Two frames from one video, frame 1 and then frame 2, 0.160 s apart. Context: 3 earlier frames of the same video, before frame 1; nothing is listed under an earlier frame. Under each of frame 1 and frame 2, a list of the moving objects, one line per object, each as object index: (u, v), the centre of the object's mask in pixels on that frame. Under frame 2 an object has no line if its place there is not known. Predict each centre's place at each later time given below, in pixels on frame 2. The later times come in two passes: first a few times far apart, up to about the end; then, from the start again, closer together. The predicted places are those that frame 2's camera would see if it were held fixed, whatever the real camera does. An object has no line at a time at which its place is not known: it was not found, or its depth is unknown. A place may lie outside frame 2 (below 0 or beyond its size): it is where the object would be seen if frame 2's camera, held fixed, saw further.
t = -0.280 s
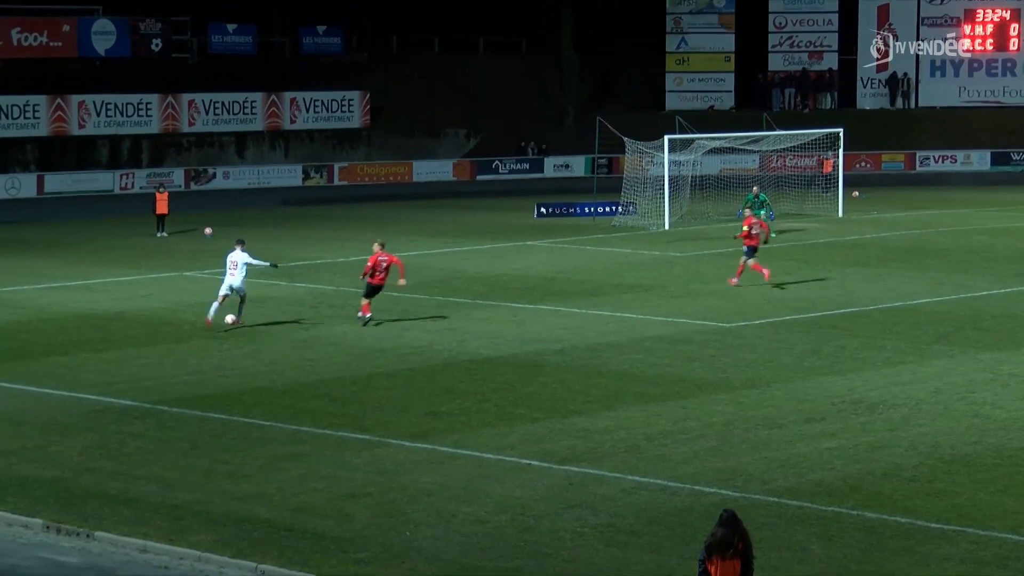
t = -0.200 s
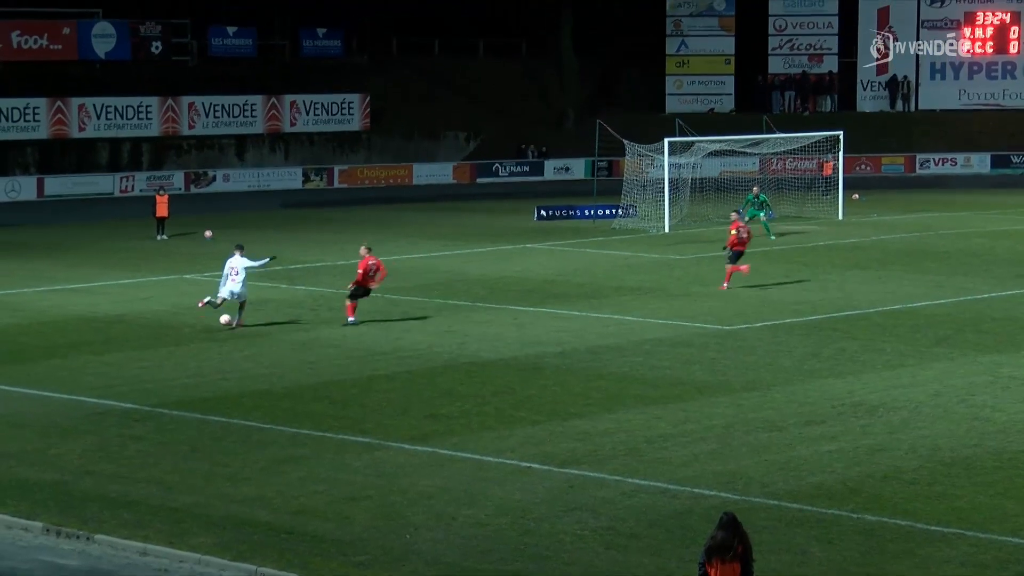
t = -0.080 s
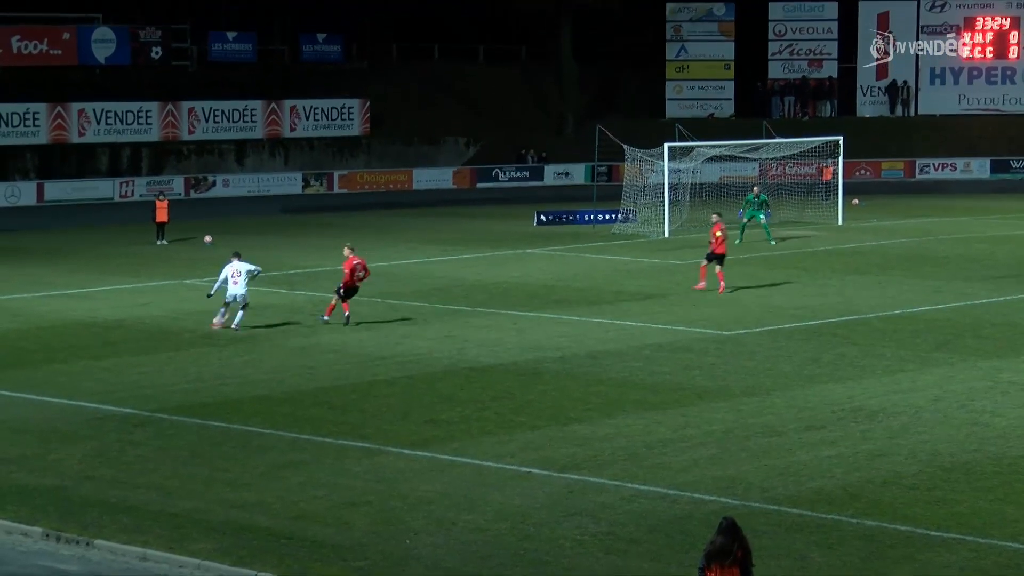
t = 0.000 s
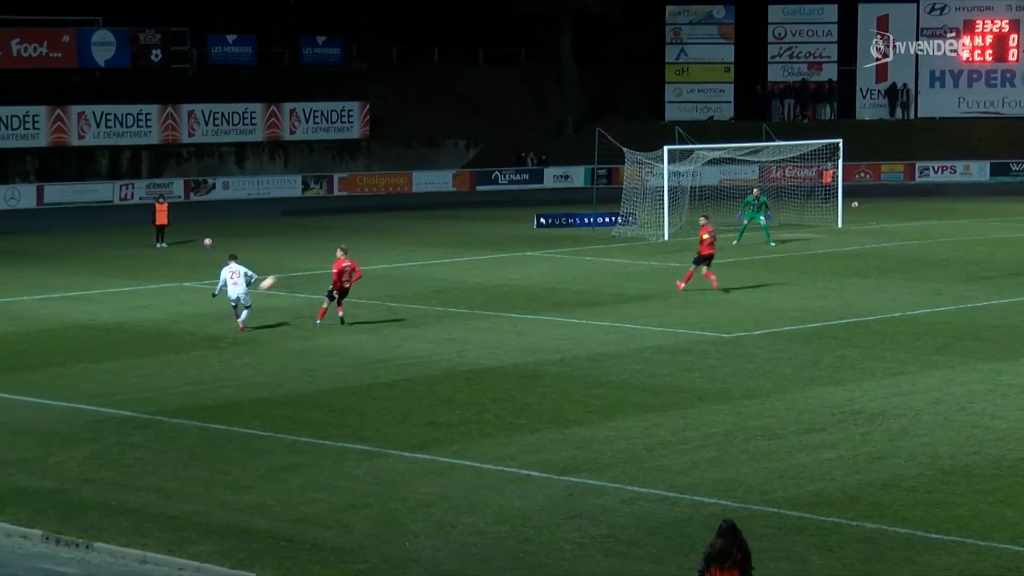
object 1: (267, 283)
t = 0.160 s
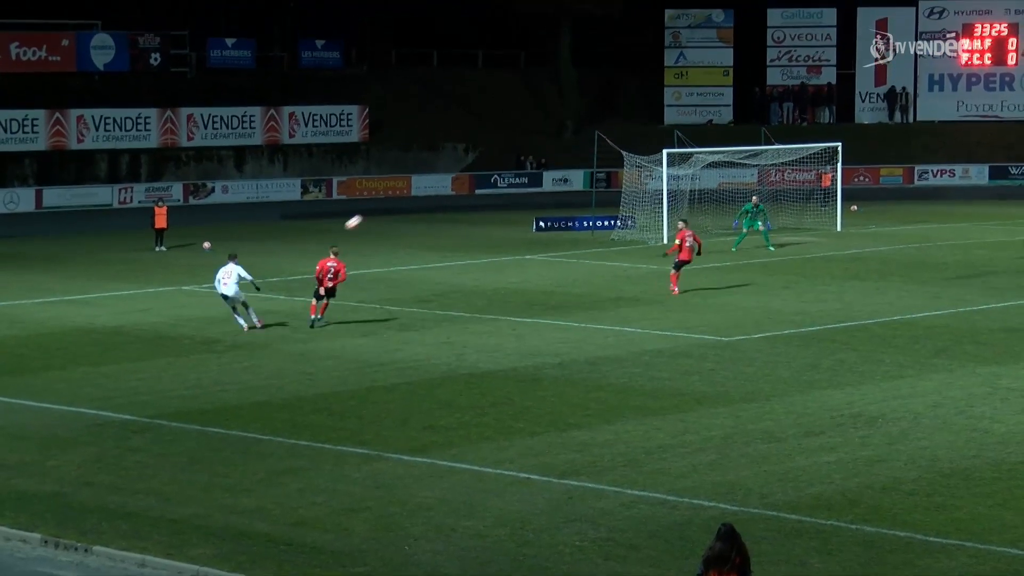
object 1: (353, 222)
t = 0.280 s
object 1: (413, 183)
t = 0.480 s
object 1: (503, 133)
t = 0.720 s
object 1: (598, 94)
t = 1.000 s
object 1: (701, 73)
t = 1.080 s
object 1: (728, 72)
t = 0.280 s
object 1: (413, 183)
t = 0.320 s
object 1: (432, 171)
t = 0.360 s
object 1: (450, 160)
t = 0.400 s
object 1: (468, 151)
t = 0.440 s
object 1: (486, 141)
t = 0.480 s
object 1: (503, 133)
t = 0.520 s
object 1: (520, 125)
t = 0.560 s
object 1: (537, 117)
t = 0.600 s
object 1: (553, 111)
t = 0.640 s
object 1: (568, 105)
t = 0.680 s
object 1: (584, 99)
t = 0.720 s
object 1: (598, 94)
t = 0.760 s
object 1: (614, 90)
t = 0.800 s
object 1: (629, 86)
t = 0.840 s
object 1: (643, 82)
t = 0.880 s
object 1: (658, 80)
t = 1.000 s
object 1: (701, 73)
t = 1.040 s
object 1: (714, 72)
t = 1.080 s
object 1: (728, 72)
